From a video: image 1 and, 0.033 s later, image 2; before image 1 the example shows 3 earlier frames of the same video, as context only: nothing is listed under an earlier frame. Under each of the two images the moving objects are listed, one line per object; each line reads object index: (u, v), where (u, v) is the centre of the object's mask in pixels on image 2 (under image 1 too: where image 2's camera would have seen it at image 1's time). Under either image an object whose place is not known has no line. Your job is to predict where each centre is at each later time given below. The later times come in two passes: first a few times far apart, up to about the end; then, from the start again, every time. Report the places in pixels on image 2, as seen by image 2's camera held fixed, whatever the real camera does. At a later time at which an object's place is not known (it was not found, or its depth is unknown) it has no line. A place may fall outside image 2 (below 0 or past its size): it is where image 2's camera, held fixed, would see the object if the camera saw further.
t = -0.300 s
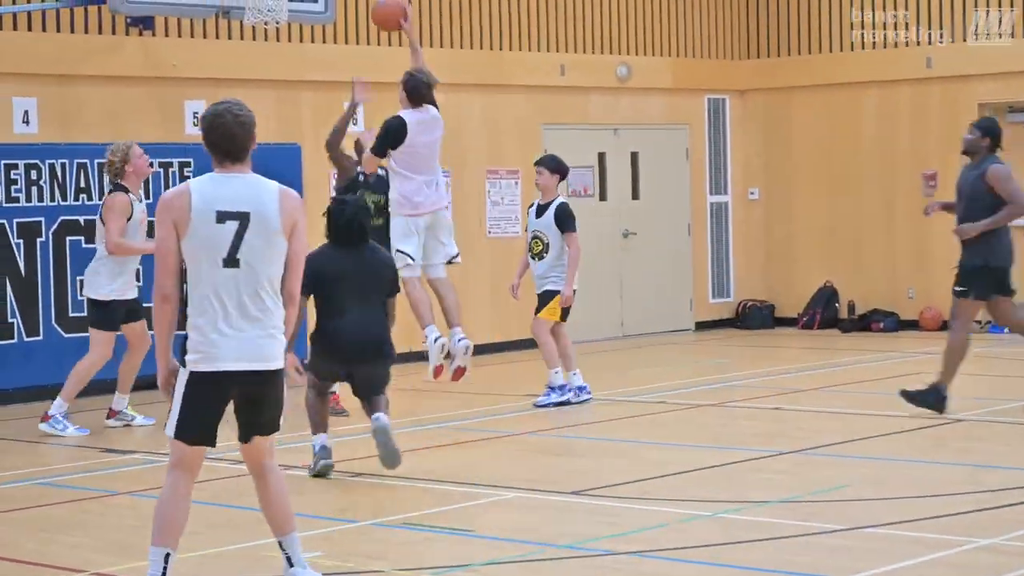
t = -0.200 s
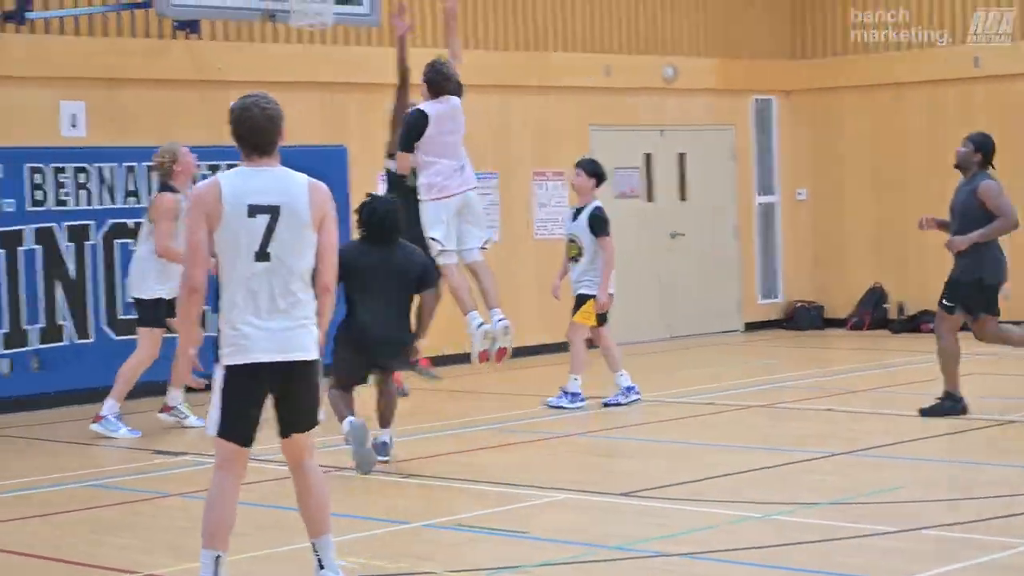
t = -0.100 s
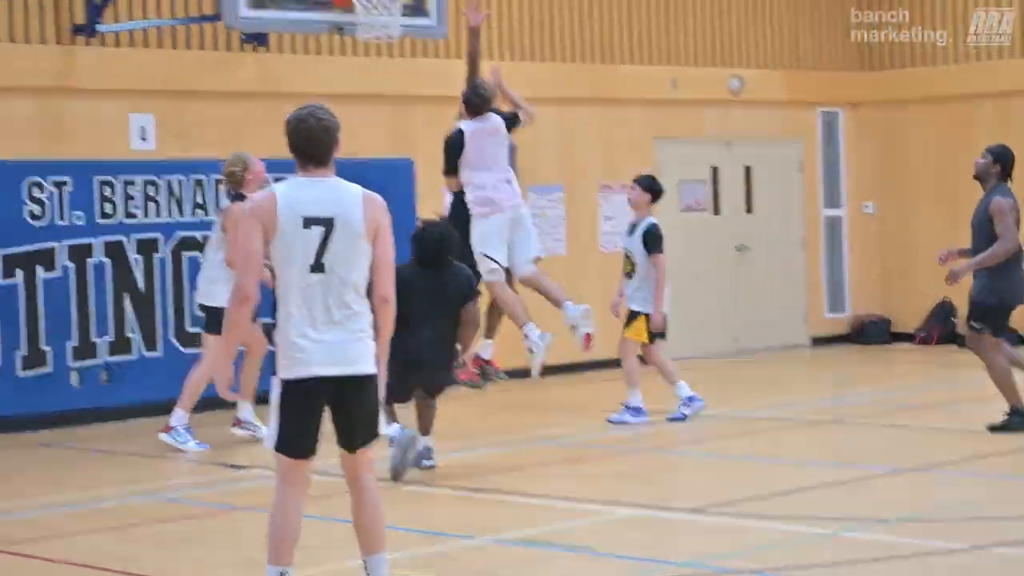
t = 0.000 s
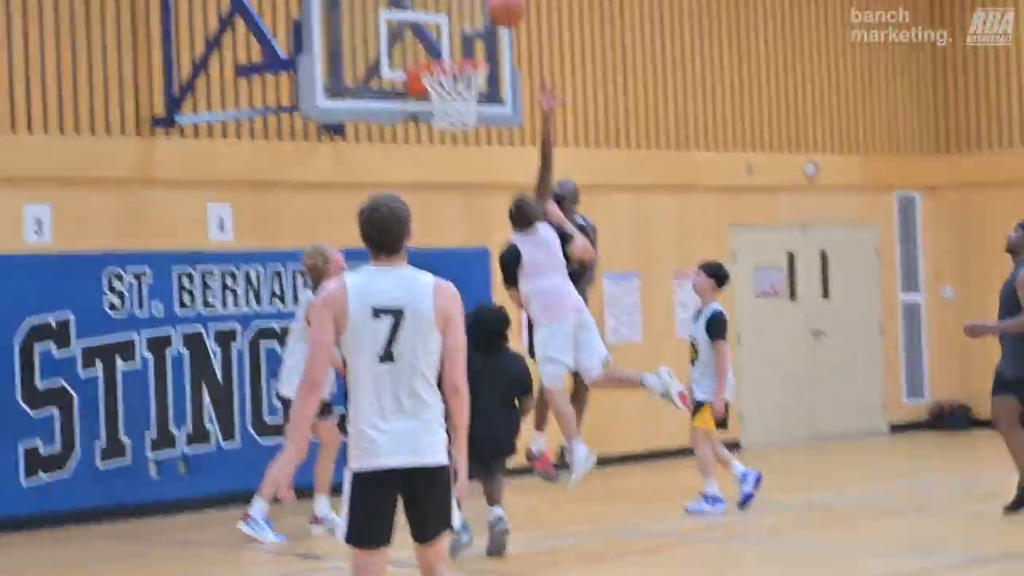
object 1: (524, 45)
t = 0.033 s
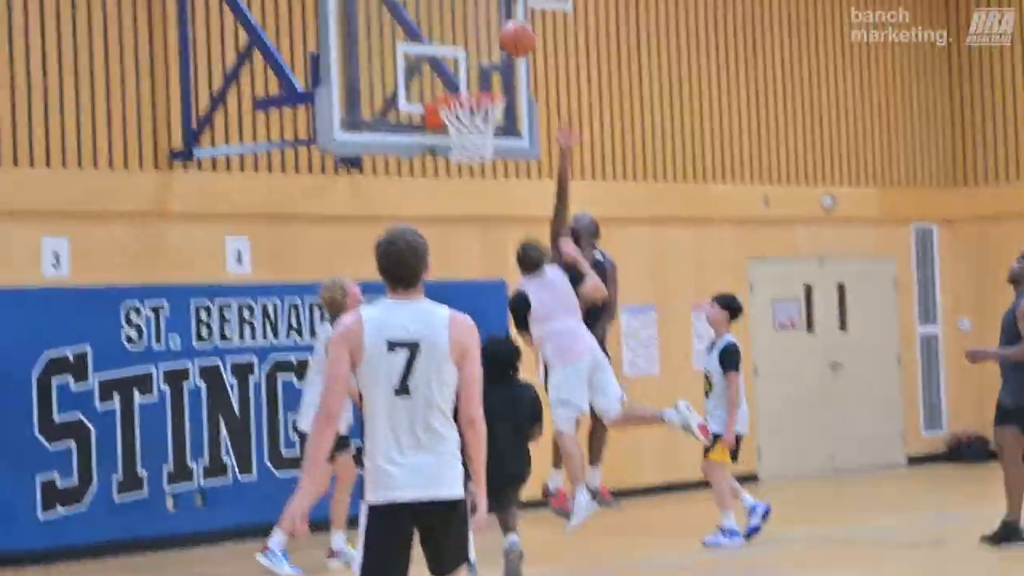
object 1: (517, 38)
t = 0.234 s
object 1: (478, 59)
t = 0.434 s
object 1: (475, 116)
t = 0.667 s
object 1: (490, 137)
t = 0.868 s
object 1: (471, 169)
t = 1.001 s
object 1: (459, 214)
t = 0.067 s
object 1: (509, 38)
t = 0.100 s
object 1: (503, 40)
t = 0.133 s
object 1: (497, 42)
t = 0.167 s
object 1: (490, 47)
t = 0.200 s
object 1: (485, 52)
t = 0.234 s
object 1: (478, 59)
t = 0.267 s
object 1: (472, 67)
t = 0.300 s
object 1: (465, 78)
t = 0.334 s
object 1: (458, 85)
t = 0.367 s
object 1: (455, 91)
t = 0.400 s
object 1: (471, 113)
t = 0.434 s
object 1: (475, 116)
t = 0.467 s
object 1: (479, 123)
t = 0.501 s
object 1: (489, 130)
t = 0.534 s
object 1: (491, 135)
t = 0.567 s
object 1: (494, 136)
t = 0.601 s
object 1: (494, 135)
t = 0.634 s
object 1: (492, 136)
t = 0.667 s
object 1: (490, 137)
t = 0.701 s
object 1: (488, 140)
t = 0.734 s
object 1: (485, 145)
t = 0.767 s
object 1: (482, 149)
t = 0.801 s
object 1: (479, 156)
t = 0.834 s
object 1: (475, 165)
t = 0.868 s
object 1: (471, 169)
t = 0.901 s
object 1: (468, 176)
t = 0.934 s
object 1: (465, 187)
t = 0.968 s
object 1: (461, 200)
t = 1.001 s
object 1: (459, 214)
